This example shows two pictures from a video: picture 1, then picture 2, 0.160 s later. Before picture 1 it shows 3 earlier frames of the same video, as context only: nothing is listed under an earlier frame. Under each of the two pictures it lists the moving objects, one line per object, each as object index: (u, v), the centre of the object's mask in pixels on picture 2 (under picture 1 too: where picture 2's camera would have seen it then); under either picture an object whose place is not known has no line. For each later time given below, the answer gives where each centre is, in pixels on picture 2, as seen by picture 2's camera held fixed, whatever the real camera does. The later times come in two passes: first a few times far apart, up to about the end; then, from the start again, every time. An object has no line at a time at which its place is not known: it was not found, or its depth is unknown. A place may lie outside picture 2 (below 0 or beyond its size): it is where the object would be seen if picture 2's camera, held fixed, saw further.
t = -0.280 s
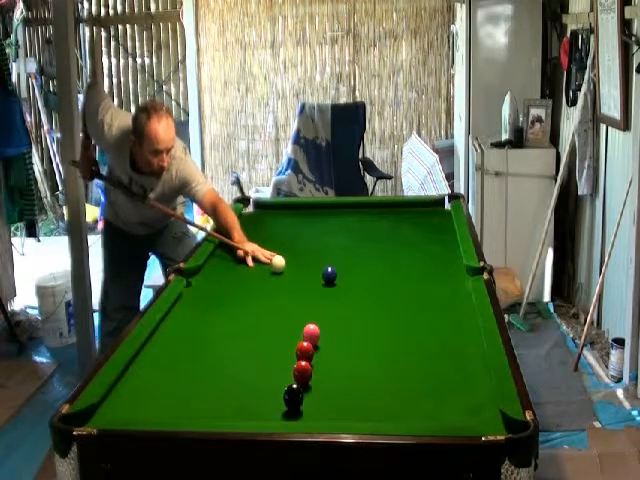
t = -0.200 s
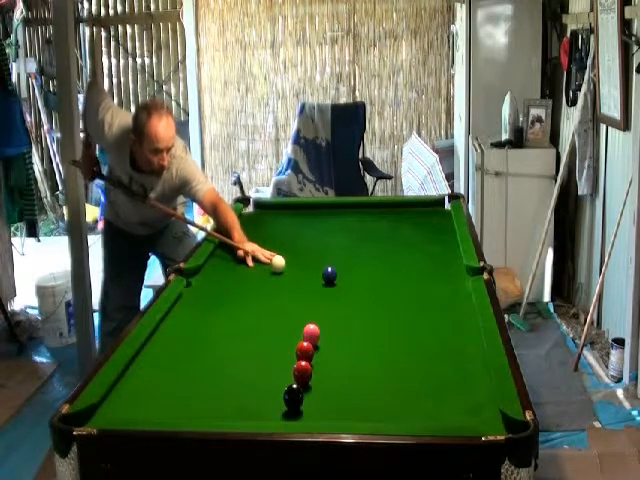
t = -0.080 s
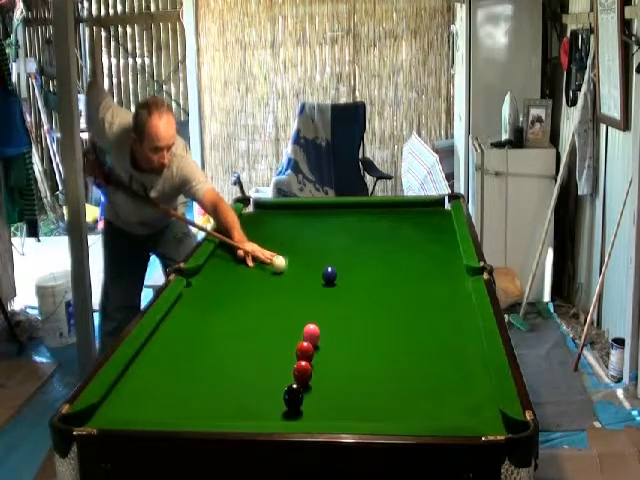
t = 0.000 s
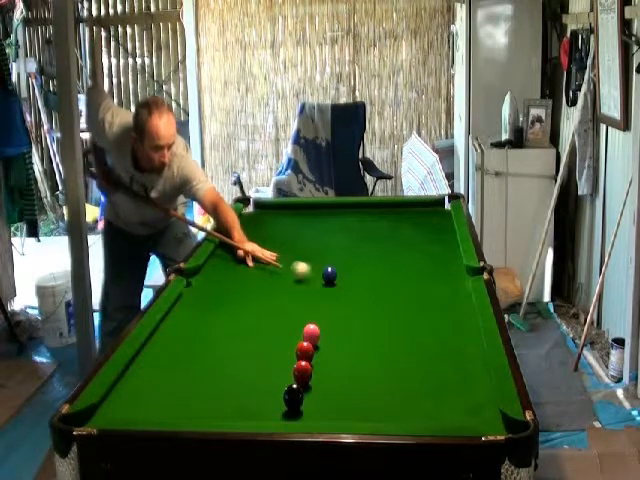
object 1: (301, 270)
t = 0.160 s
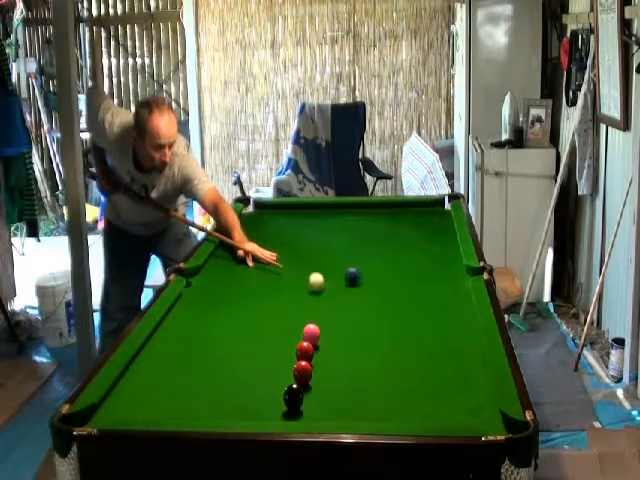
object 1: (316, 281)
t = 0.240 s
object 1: (317, 287)
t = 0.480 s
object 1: (322, 304)
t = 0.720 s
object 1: (327, 323)
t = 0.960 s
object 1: (331, 341)
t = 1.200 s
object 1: (337, 363)
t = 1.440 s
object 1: (342, 385)
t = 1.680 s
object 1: (349, 408)
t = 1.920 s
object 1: (356, 410)
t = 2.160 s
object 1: (364, 399)
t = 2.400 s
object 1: (371, 387)
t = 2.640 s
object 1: (377, 377)
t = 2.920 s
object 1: (383, 368)
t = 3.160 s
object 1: (388, 361)
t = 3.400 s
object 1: (392, 357)
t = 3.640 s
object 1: (395, 353)
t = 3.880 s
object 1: (398, 351)
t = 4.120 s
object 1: (399, 351)
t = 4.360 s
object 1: (399, 351)
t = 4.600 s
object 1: (399, 351)
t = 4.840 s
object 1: (399, 350)
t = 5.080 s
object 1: (399, 351)
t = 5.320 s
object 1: (399, 350)
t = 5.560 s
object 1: (399, 350)
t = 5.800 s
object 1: (399, 350)
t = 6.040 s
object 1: (399, 350)
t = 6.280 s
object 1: (399, 350)
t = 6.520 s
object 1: (399, 350)
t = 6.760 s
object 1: (399, 350)
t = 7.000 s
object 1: (399, 350)
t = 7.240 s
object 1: (399, 350)
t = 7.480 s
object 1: (399, 350)
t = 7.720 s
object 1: (399, 350)
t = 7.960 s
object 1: (399, 350)
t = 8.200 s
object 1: (399, 351)
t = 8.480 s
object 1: (399, 351)
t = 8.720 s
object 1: (399, 350)
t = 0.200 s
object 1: (317, 284)
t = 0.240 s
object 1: (317, 287)
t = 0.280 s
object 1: (318, 289)
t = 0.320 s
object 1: (319, 292)
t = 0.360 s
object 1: (320, 295)
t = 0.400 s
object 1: (320, 298)
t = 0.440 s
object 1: (321, 301)
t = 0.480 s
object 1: (322, 304)
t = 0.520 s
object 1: (322, 306)
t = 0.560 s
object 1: (323, 309)
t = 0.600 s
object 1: (324, 312)
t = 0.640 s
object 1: (325, 315)
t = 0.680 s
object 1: (326, 319)
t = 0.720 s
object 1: (327, 323)
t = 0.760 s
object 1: (327, 325)
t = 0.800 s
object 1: (328, 328)
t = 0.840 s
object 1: (329, 331)
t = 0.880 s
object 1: (329, 335)
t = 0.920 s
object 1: (330, 338)
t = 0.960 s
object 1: (331, 341)
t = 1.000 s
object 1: (332, 345)
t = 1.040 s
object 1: (333, 349)
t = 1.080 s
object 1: (334, 352)
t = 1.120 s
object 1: (335, 356)
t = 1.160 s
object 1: (336, 359)
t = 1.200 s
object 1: (337, 363)
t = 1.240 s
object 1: (338, 366)
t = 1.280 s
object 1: (339, 371)
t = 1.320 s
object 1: (340, 374)
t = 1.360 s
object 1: (341, 379)
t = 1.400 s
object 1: (342, 382)
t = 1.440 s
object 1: (342, 385)
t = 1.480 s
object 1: (344, 390)
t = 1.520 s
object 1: (345, 393)
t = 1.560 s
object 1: (346, 397)
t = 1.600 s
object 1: (346, 401)
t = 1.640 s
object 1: (347, 405)
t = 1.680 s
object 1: (349, 408)
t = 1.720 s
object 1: (349, 410)
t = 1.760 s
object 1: (350, 412)
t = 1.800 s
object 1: (352, 413)
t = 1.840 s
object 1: (353, 412)
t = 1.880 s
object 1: (354, 411)
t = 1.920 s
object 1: (356, 410)
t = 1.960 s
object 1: (358, 408)
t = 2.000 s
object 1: (359, 407)
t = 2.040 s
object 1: (360, 406)
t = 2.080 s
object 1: (361, 403)
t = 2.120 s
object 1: (363, 401)
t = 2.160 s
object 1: (364, 399)
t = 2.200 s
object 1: (365, 397)
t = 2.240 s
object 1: (366, 394)
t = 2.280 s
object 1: (368, 392)
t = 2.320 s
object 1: (369, 390)
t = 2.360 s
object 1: (370, 388)
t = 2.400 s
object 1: (371, 387)
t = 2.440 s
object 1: (372, 385)
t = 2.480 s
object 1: (373, 383)
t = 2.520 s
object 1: (374, 382)
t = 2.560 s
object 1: (374, 380)
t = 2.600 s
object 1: (375, 378)
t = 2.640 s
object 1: (377, 377)
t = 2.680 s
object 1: (377, 376)
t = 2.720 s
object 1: (378, 375)
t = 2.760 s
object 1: (380, 373)
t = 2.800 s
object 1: (380, 372)
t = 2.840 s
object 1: (381, 370)
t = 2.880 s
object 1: (382, 369)
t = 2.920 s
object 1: (383, 368)
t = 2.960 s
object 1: (384, 366)
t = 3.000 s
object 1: (385, 365)
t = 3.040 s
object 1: (386, 364)
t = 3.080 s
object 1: (387, 363)
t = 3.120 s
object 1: (387, 362)
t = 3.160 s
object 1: (388, 361)
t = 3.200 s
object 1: (389, 361)
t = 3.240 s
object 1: (389, 360)
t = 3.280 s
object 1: (390, 359)
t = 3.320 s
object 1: (391, 358)
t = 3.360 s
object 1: (392, 357)
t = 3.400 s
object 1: (392, 357)
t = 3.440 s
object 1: (393, 356)
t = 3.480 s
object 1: (393, 355)
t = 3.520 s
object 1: (394, 355)
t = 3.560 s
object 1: (394, 354)
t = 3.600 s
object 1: (395, 354)
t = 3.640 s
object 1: (395, 353)
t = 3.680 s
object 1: (396, 353)
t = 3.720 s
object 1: (396, 353)
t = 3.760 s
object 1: (397, 352)
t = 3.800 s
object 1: (397, 352)
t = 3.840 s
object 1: (397, 352)
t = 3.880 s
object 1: (398, 351)
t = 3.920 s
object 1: (398, 351)
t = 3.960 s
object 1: (398, 350)
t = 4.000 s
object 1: (399, 350)
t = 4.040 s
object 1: (399, 350)
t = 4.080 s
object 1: (399, 351)
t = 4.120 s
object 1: (399, 351)
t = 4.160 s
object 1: (399, 351)
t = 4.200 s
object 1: (399, 351)
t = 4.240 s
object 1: (399, 351)
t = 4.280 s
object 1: (399, 351)
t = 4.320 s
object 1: (399, 351)
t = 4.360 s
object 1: (399, 351)
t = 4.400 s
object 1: (399, 351)
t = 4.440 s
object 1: (399, 351)
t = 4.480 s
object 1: (399, 350)
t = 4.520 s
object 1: (399, 350)
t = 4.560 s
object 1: (399, 350)
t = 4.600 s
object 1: (399, 351)
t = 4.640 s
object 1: (399, 350)
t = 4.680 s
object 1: (399, 351)
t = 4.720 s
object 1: (399, 351)
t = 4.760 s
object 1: (399, 350)
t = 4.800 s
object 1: (399, 350)
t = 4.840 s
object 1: (399, 350)
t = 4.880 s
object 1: (399, 351)
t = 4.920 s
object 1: (399, 351)
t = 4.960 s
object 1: (399, 351)
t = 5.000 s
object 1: (399, 351)
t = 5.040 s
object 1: (399, 351)
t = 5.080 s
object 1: (399, 351)
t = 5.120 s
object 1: (399, 351)
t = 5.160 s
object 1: (399, 351)
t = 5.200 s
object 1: (399, 351)
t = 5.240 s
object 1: (399, 350)
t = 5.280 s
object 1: (399, 350)
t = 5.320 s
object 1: (399, 350)
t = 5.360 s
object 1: (399, 350)
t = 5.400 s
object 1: (399, 350)
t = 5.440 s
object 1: (399, 350)
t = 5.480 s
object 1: (399, 350)
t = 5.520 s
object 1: (399, 350)
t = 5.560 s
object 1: (399, 350)
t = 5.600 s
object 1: (399, 350)
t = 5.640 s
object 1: (399, 351)
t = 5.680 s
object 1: (399, 350)
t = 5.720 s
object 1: (399, 350)
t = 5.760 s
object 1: (399, 350)
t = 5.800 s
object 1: (399, 350)
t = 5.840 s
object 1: (399, 350)
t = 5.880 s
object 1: (399, 350)
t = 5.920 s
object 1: (399, 350)
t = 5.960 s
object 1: (399, 350)
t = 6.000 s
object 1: (399, 350)
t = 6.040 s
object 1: (399, 350)
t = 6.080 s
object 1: (399, 350)
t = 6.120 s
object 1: (399, 350)
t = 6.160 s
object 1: (399, 350)
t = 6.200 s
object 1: (399, 350)
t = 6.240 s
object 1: (399, 350)
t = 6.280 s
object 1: (399, 350)
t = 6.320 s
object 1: (399, 350)
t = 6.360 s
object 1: (399, 350)
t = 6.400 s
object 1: (399, 350)
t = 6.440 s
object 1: (399, 350)
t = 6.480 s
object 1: (399, 350)
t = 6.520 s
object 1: (399, 350)
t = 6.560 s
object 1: (399, 350)
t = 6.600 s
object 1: (399, 350)
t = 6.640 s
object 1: (399, 350)
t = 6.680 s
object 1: (399, 350)
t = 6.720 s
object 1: (399, 350)
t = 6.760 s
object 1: (399, 350)
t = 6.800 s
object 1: (399, 350)
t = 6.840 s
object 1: (399, 350)
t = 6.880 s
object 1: (399, 350)
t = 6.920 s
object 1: (399, 350)
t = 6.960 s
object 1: (399, 350)
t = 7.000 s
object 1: (399, 350)
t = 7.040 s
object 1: (399, 350)
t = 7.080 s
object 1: (399, 350)
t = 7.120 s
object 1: (399, 350)
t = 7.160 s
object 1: (399, 350)
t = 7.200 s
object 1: (399, 350)
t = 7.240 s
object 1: (399, 350)
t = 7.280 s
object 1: (399, 350)
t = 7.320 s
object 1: (399, 350)
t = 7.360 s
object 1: (399, 350)
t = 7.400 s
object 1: (399, 350)
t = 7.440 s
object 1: (399, 350)
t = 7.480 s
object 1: (399, 350)
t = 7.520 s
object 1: (399, 350)
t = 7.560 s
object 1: (399, 350)
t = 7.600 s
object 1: (399, 350)
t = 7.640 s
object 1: (399, 350)
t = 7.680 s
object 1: (399, 350)
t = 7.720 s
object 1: (399, 350)
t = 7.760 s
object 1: (399, 350)
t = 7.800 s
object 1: (399, 350)
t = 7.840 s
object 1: (399, 350)
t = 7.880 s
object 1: (399, 350)
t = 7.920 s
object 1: (399, 350)
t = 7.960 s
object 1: (399, 350)
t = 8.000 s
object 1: (399, 351)
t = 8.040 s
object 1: (399, 351)
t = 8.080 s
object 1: (399, 351)
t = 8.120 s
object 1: (399, 350)
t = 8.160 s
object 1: (399, 350)
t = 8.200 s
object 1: (399, 351)
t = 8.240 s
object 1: (399, 350)
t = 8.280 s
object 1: (399, 350)
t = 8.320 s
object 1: (399, 350)
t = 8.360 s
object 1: (399, 351)
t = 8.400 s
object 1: (399, 351)
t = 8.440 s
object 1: (399, 350)
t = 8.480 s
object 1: (399, 351)
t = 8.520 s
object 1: (399, 351)
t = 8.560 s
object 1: (399, 351)
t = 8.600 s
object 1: (399, 351)
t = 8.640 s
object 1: (399, 350)
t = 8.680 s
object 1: (399, 350)
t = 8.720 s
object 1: (399, 350)
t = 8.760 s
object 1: (399, 350)
